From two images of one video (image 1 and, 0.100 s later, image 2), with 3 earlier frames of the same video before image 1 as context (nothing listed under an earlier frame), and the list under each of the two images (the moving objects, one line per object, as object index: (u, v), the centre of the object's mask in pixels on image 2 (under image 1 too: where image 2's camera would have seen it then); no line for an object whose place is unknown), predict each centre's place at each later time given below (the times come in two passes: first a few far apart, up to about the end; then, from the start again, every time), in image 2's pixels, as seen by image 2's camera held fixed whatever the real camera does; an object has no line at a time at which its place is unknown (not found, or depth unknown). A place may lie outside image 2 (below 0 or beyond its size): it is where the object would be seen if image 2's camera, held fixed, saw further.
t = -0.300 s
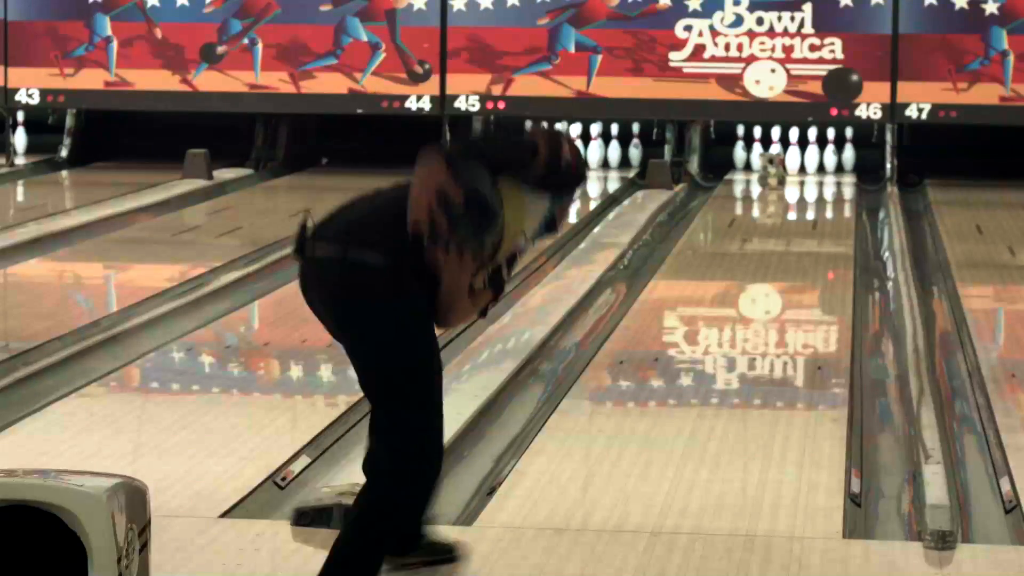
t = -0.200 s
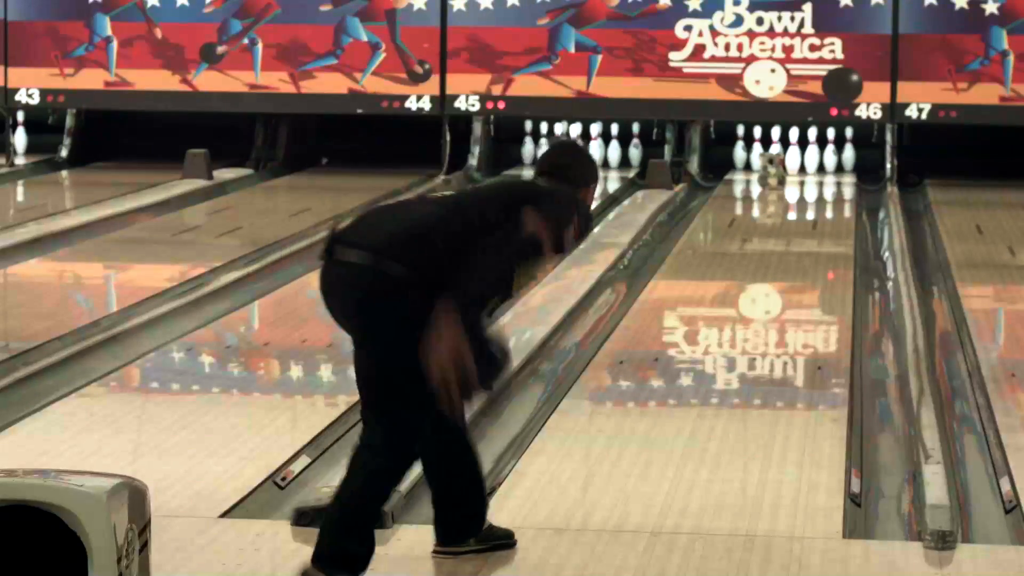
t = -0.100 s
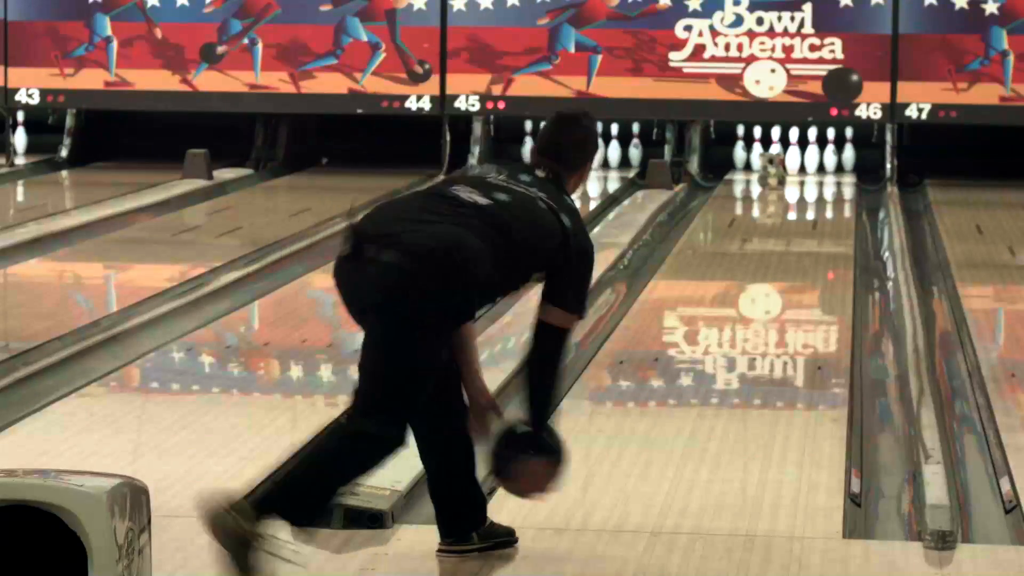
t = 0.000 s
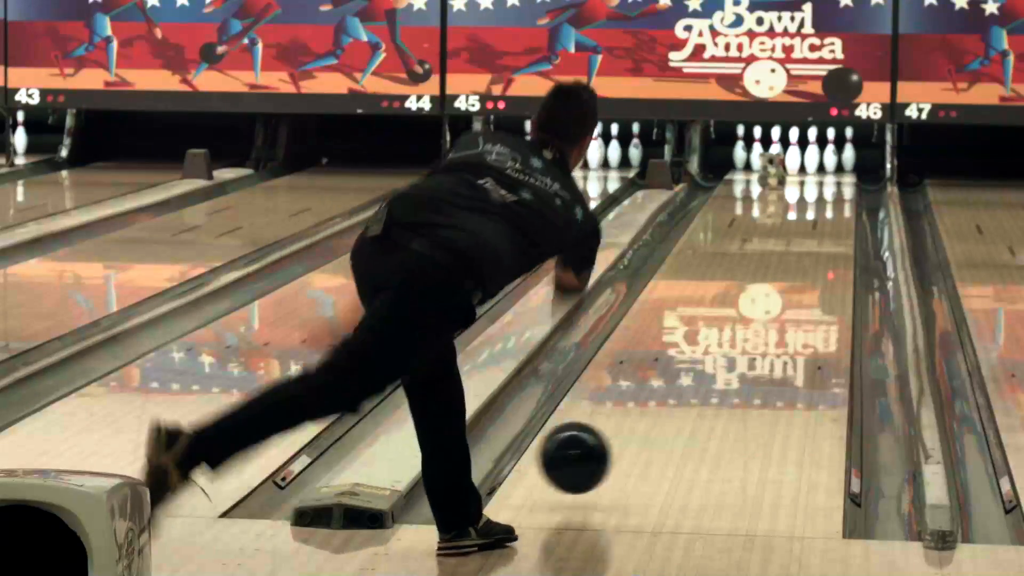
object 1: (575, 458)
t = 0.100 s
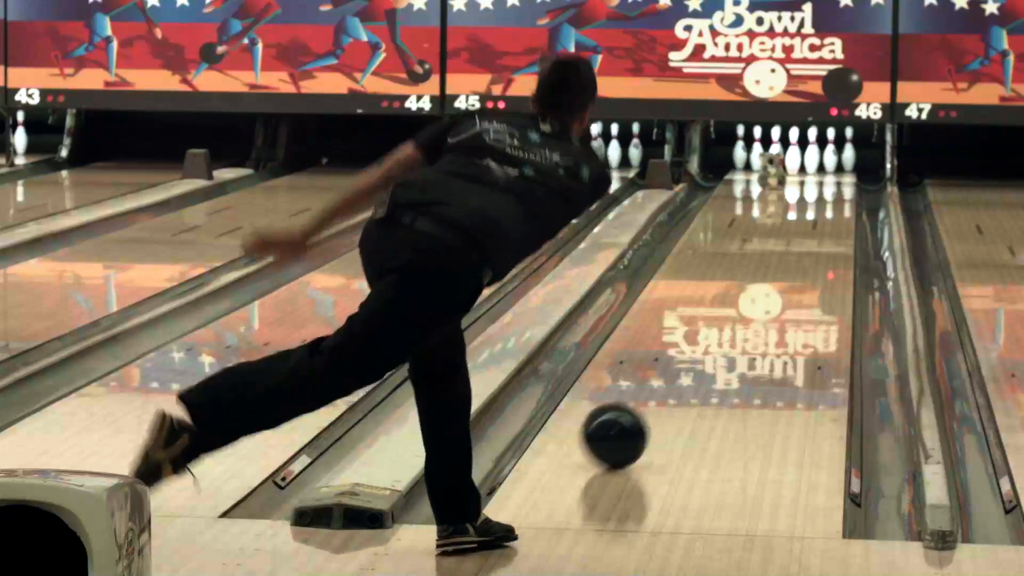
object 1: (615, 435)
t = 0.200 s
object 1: (650, 404)
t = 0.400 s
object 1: (704, 352)
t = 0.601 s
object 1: (745, 313)
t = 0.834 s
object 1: (782, 277)
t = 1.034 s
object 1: (805, 252)
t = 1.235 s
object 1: (823, 231)
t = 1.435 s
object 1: (835, 212)
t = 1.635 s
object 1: (840, 197)
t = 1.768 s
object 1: (836, 188)
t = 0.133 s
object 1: (627, 424)
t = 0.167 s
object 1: (639, 414)
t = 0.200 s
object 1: (650, 404)
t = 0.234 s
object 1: (660, 394)
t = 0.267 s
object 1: (669, 385)
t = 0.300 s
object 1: (678, 377)
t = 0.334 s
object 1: (687, 368)
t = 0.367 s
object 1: (696, 360)
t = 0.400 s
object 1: (704, 352)
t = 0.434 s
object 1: (711, 345)
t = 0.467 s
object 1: (719, 338)
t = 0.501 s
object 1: (726, 332)
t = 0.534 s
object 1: (732, 325)
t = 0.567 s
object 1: (739, 319)
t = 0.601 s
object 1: (745, 313)
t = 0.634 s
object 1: (751, 307)
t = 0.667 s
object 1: (756, 302)
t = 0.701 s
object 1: (762, 297)
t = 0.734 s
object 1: (767, 291)
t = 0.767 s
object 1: (772, 286)
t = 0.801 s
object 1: (777, 281)
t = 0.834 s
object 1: (782, 277)
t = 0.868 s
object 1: (786, 272)
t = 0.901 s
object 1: (790, 268)
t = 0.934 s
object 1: (794, 264)
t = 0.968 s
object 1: (798, 260)
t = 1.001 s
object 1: (801, 256)
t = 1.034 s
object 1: (805, 252)
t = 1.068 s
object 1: (808, 248)
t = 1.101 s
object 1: (812, 245)
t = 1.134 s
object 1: (815, 241)
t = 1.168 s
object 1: (818, 237)
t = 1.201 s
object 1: (820, 234)
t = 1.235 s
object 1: (823, 231)
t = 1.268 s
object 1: (826, 228)
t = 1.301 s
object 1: (828, 225)
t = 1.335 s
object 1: (830, 221)
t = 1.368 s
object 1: (832, 218)
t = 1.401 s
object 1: (834, 215)
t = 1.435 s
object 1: (835, 212)
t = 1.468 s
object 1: (836, 210)
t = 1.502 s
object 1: (838, 207)
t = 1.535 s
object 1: (839, 204)
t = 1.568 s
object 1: (839, 201)
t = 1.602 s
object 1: (839, 199)
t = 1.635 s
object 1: (840, 197)
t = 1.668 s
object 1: (839, 195)
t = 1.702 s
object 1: (838, 192)
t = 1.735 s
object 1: (837, 190)
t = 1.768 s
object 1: (836, 188)
